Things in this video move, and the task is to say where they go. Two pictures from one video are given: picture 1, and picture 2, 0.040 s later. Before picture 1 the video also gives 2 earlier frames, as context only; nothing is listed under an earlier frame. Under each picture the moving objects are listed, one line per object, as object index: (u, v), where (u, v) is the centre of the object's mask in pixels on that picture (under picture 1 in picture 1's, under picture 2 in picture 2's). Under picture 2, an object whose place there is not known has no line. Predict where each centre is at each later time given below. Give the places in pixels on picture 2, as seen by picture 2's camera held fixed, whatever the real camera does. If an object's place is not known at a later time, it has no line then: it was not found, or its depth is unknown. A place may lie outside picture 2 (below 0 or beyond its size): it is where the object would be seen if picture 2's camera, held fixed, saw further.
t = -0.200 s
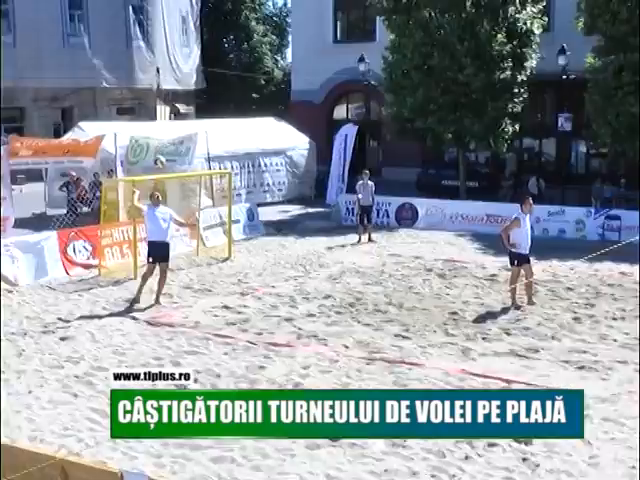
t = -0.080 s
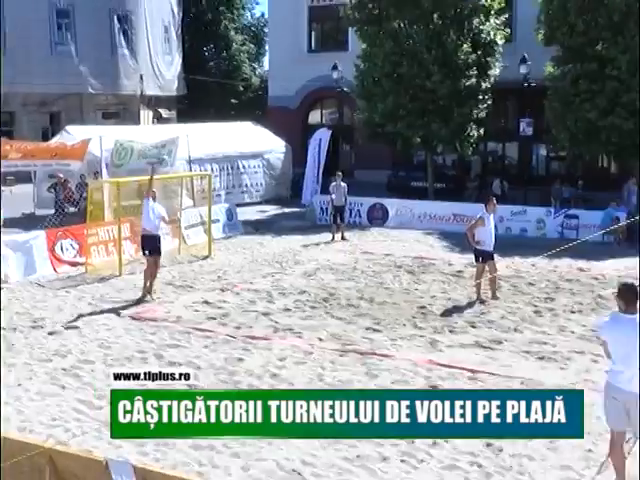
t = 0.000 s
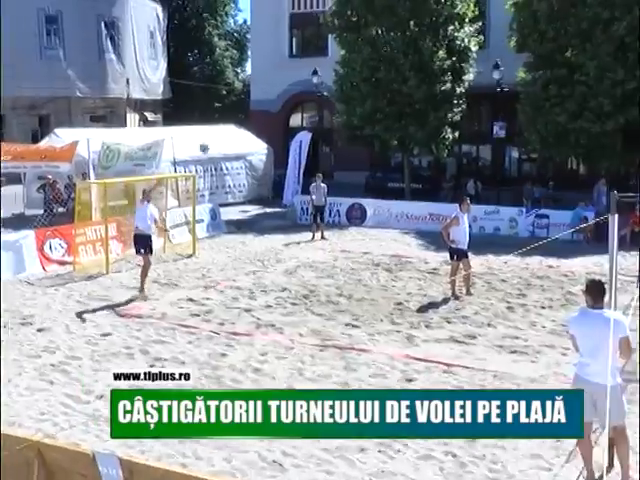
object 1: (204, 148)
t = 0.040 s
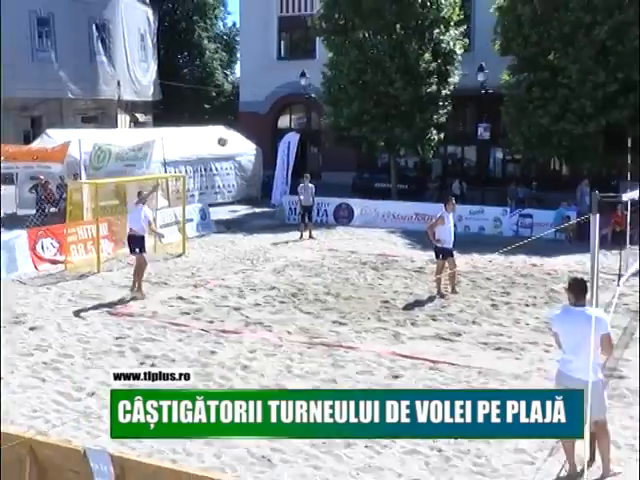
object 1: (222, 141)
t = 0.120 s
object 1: (278, 130)
